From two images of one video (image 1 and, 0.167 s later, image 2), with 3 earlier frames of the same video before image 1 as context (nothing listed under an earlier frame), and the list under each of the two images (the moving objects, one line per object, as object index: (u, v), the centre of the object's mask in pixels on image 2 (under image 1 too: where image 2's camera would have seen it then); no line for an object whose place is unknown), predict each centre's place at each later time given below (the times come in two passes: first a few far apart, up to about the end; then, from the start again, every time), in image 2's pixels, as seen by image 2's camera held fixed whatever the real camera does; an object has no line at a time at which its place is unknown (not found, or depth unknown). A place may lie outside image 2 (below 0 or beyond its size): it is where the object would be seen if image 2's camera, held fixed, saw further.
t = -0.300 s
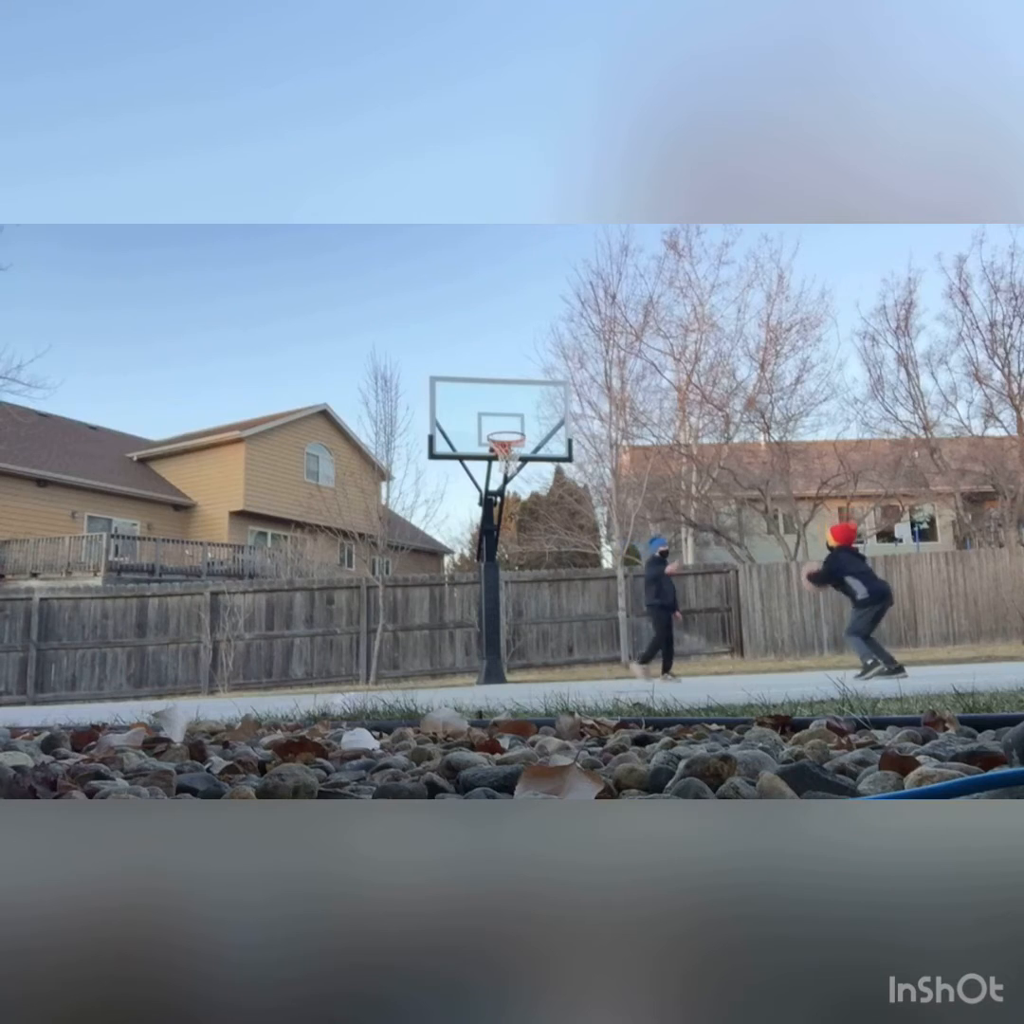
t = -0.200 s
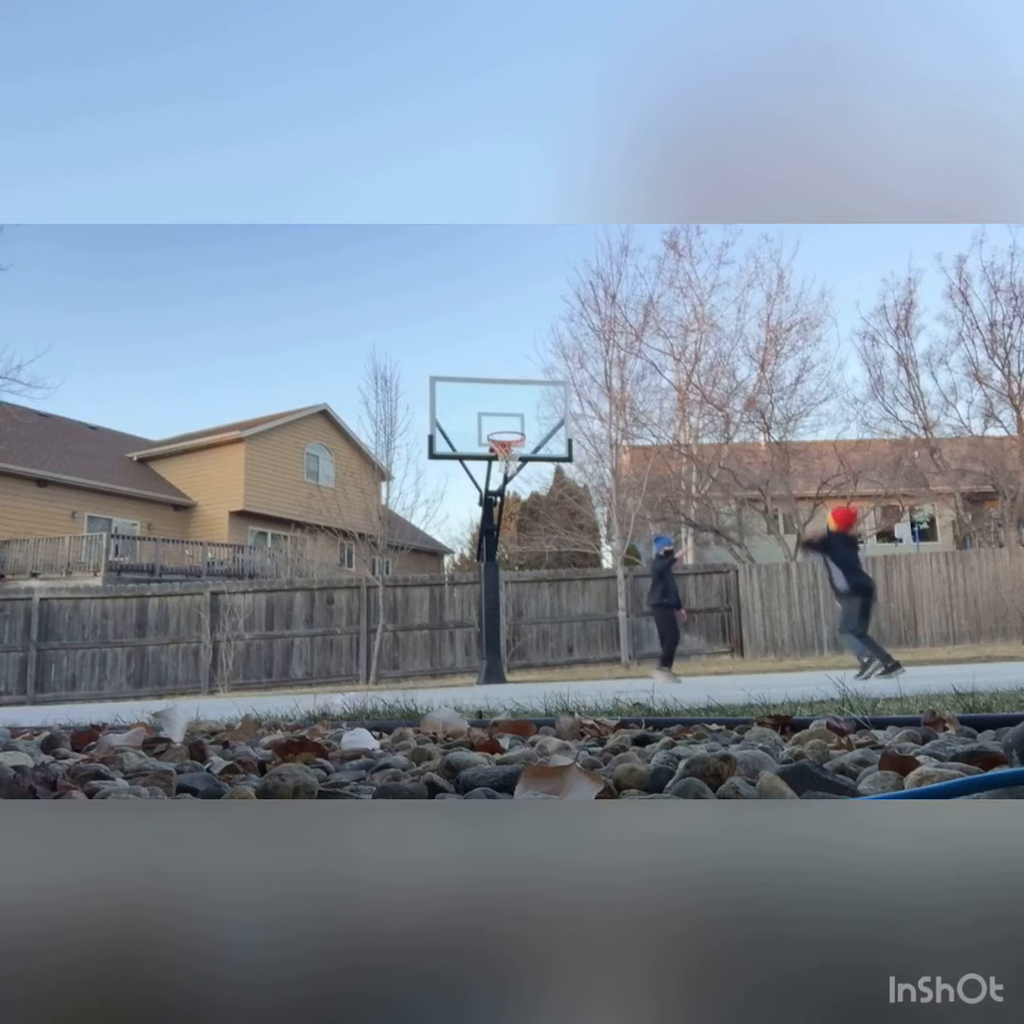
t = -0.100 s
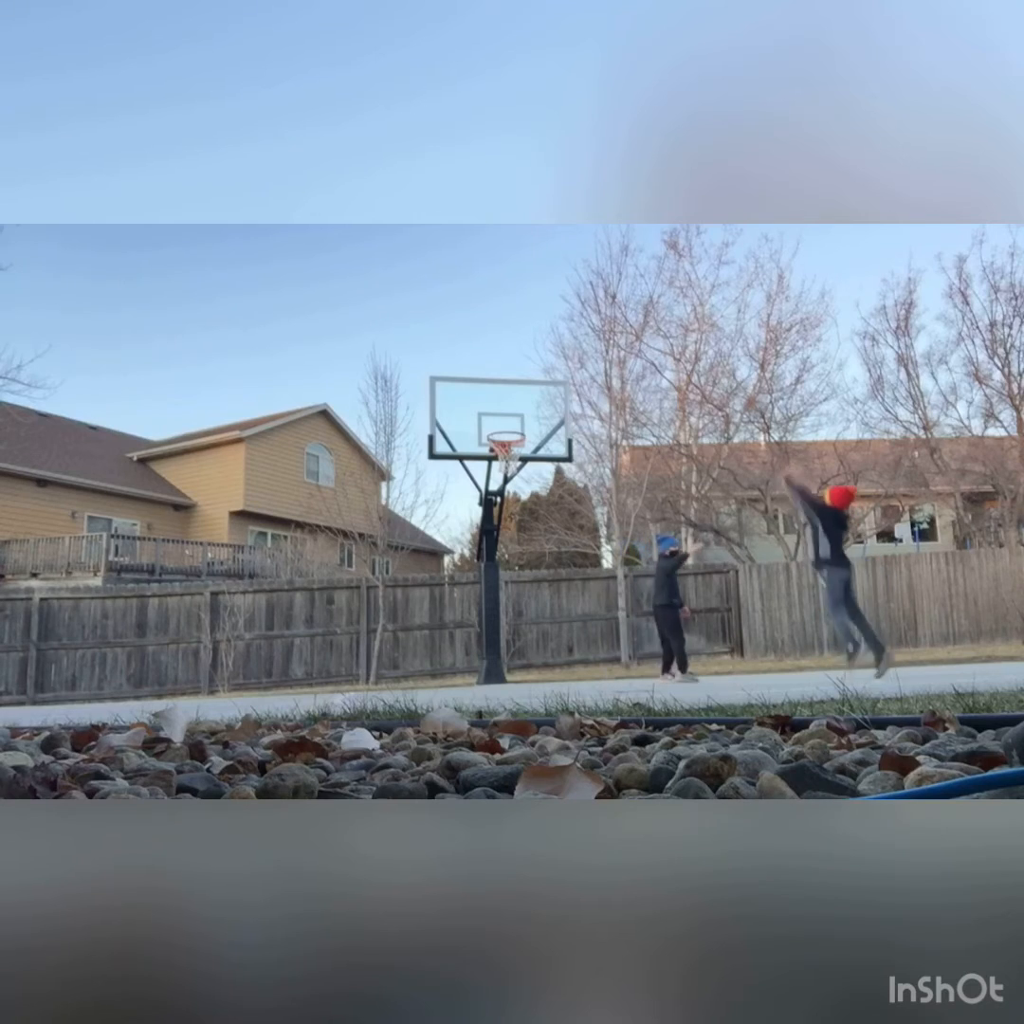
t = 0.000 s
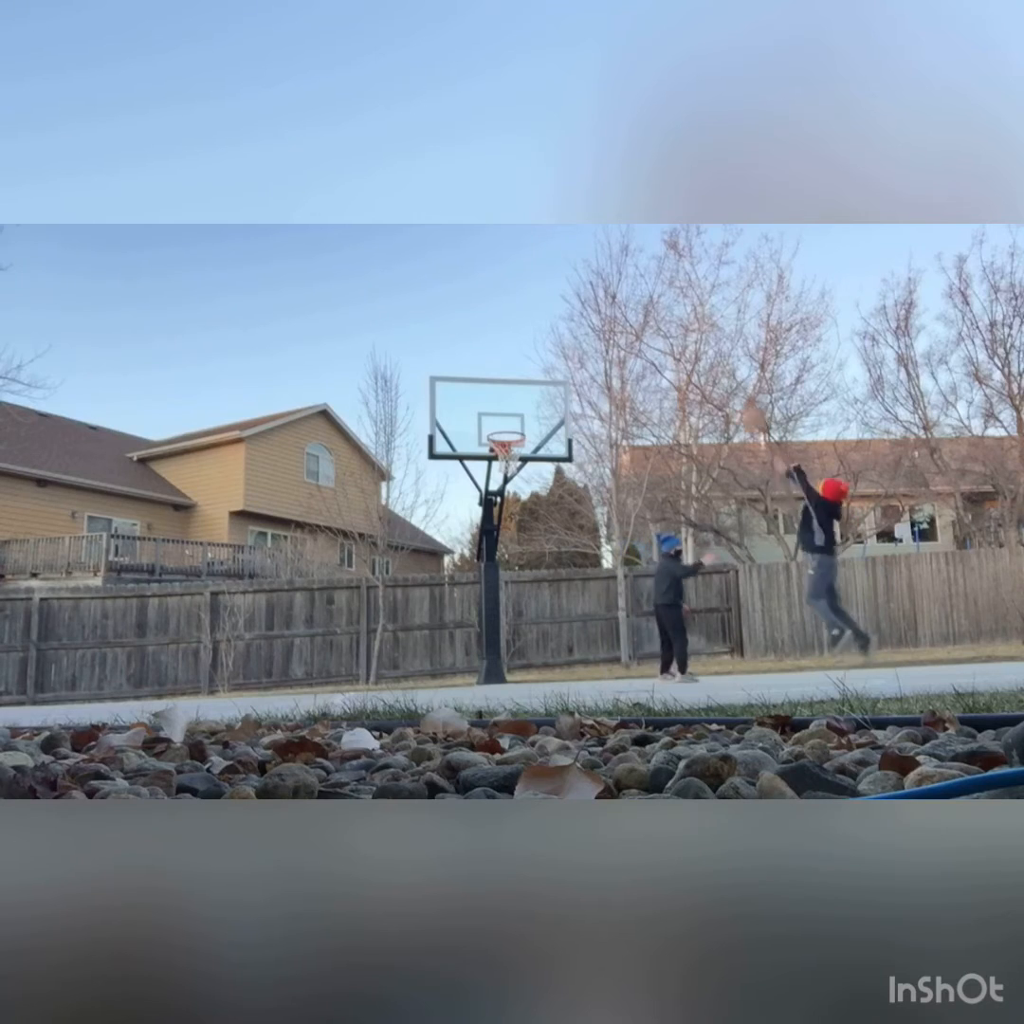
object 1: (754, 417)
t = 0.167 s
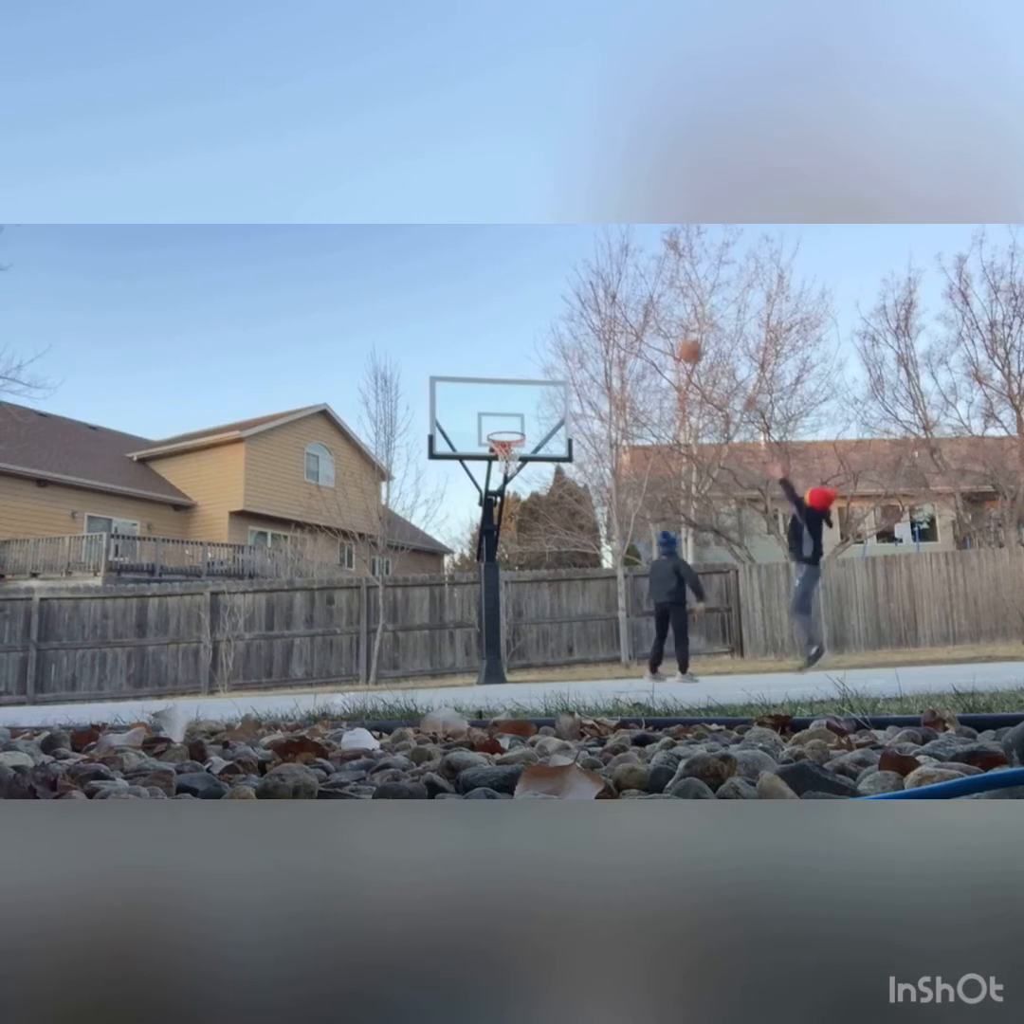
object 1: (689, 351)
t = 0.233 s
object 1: (668, 333)
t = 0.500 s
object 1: (596, 313)
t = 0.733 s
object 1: (544, 345)
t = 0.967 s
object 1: (503, 414)
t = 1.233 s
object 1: (534, 392)
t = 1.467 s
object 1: (578, 384)
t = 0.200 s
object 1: (679, 343)
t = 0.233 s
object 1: (668, 333)
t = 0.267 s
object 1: (658, 327)
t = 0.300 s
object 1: (648, 322)
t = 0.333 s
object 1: (639, 317)
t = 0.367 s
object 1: (631, 314)
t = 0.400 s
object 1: (621, 313)
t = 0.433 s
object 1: (612, 312)
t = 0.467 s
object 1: (604, 312)
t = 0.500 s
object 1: (596, 313)
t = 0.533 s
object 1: (588, 314)
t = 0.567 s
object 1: (580, 318)
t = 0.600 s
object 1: (572, 322)
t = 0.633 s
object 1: (565, 326)
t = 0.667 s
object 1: (558, 332)
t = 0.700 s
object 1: (551, 338)
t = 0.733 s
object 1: (544, 345)
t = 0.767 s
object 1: (538, 353)
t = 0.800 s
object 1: (532, 362)
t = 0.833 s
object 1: (526, 370)
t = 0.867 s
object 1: (520, 380)
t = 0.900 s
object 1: (515, 390)
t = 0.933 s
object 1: (509, 402)
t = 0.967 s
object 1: (503, 414)
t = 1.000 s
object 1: (497, 424)
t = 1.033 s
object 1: (497, 429)
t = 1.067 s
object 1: (503, 422)
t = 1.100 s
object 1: (509, 414)
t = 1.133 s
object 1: (516, 407)
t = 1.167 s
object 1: (522, 401)
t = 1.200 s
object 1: (528, 396)
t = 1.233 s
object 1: (534, 392)
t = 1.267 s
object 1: (540, 388)
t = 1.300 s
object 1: (546, 386)
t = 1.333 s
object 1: (553, 384)
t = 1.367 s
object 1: (559, 382)
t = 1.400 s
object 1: (565, 382)
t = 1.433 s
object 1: (571, 383)
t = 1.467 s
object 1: (578, 384)
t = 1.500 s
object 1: (584, 387)
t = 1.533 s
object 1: (592, 389)
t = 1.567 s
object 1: (600, 392)
